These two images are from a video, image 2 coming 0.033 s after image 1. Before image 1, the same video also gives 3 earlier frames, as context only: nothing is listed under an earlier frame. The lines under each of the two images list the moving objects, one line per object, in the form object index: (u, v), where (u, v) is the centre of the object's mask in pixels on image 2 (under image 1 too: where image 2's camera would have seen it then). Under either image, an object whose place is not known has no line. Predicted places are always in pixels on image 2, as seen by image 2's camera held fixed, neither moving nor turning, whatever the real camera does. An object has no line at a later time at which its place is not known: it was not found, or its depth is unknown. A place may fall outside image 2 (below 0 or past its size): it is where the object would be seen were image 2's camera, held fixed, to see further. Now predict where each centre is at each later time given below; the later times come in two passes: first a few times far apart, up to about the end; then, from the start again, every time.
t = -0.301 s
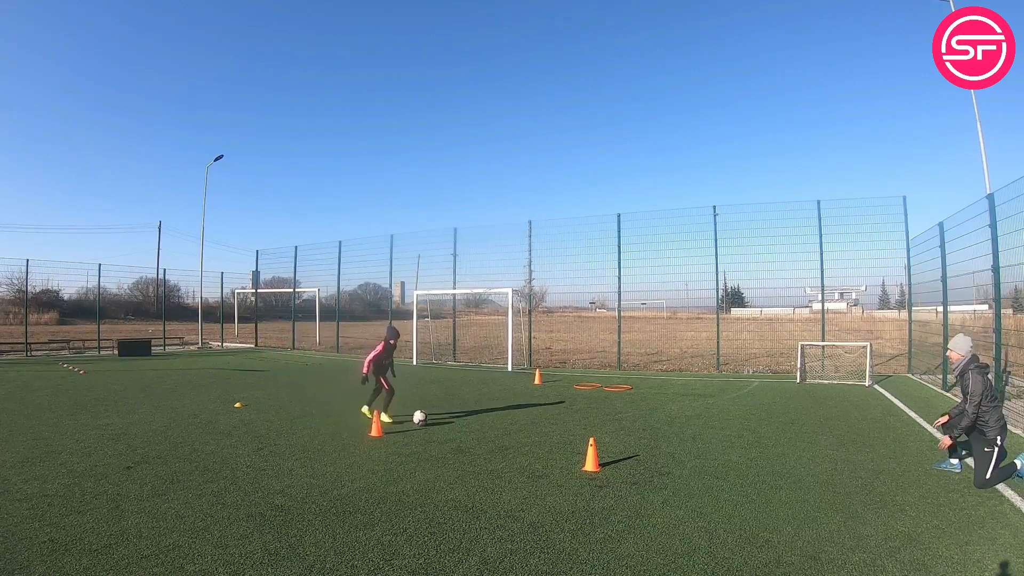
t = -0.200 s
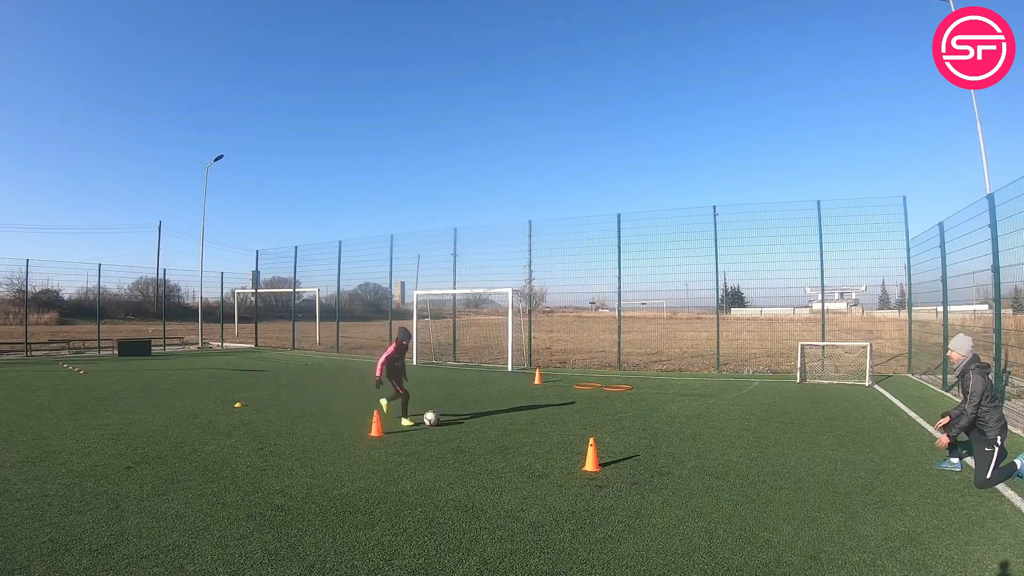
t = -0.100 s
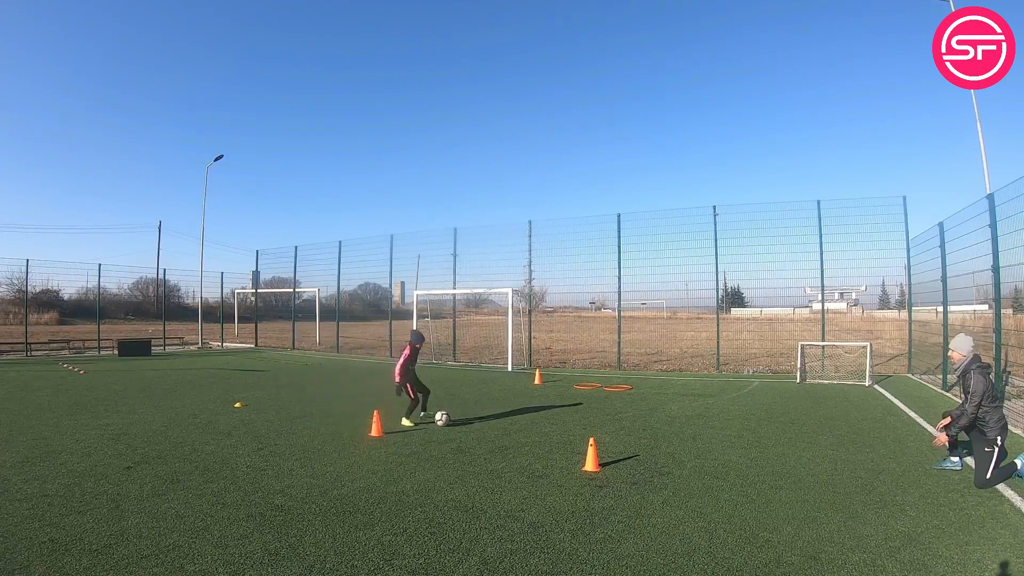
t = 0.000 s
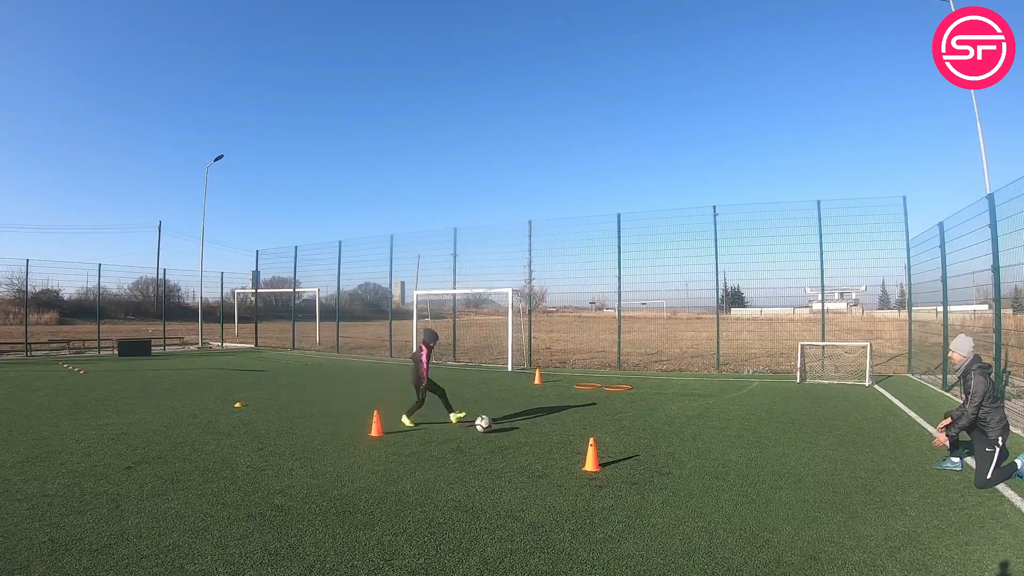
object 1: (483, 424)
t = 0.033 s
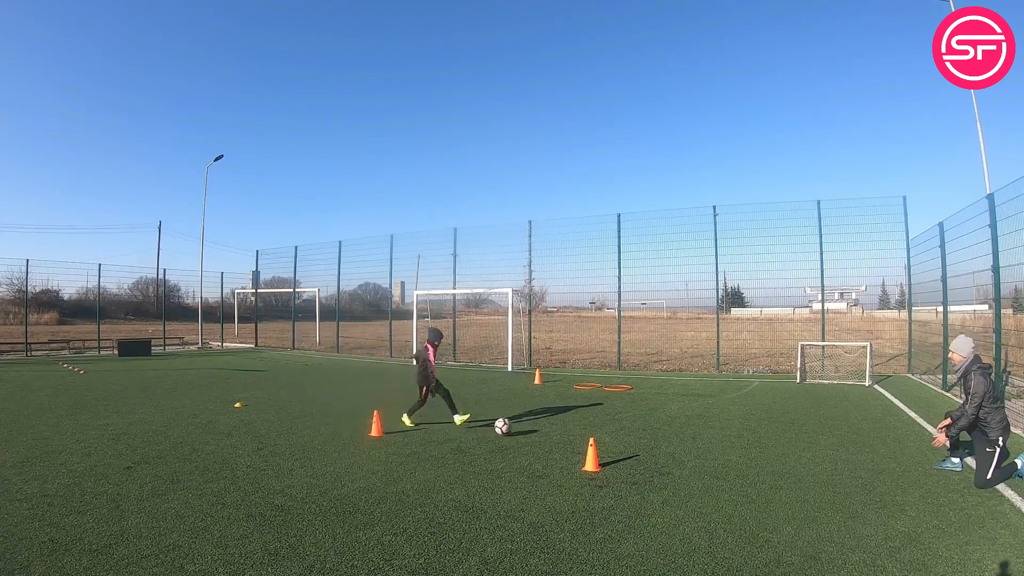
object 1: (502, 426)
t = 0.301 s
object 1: (678, 450)
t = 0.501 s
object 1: (814, 461)
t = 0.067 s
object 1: (523, 430)
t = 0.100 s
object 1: (544, 435)
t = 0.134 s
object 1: (565, 436)
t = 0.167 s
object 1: (587, 438)
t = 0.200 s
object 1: (611, 442)
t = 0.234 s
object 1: (632, 444)
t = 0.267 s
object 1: (655, 447)
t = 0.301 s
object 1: (678, 450)
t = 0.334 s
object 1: (702, 452)
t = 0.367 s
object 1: (725, 455)
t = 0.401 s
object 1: (748, 456)
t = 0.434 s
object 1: (770, 458)
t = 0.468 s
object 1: (792, 460)
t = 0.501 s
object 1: (814, 461)
